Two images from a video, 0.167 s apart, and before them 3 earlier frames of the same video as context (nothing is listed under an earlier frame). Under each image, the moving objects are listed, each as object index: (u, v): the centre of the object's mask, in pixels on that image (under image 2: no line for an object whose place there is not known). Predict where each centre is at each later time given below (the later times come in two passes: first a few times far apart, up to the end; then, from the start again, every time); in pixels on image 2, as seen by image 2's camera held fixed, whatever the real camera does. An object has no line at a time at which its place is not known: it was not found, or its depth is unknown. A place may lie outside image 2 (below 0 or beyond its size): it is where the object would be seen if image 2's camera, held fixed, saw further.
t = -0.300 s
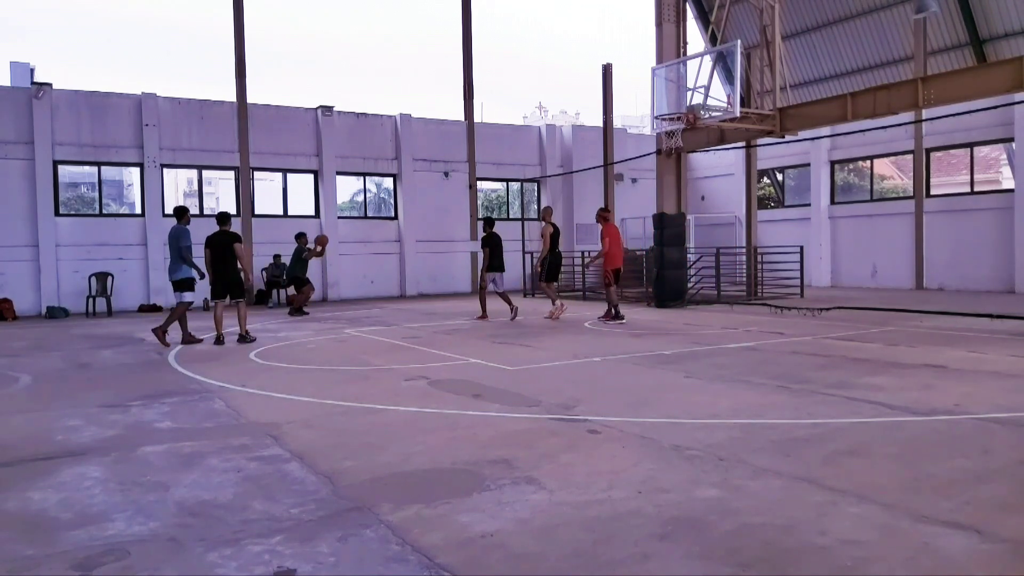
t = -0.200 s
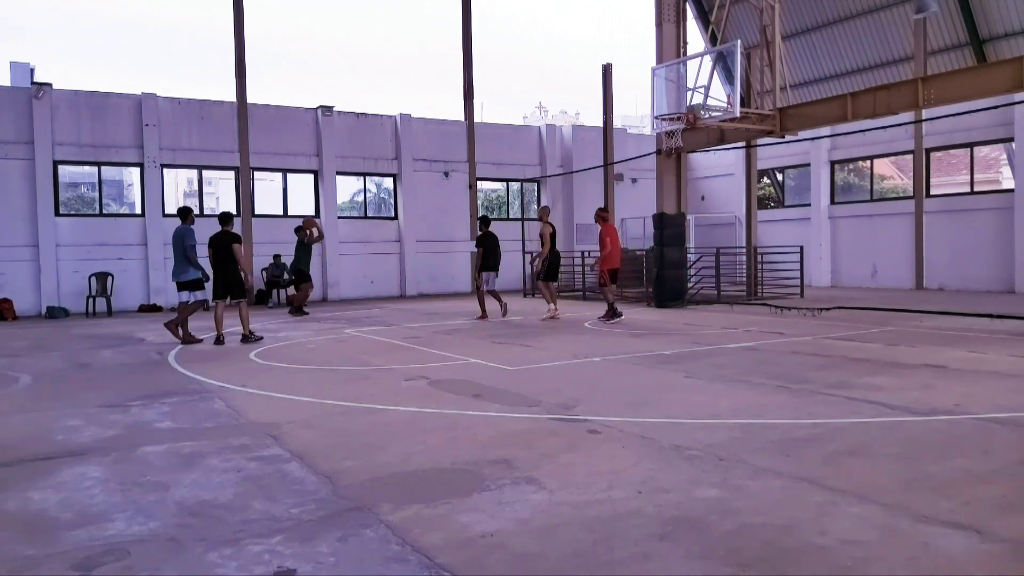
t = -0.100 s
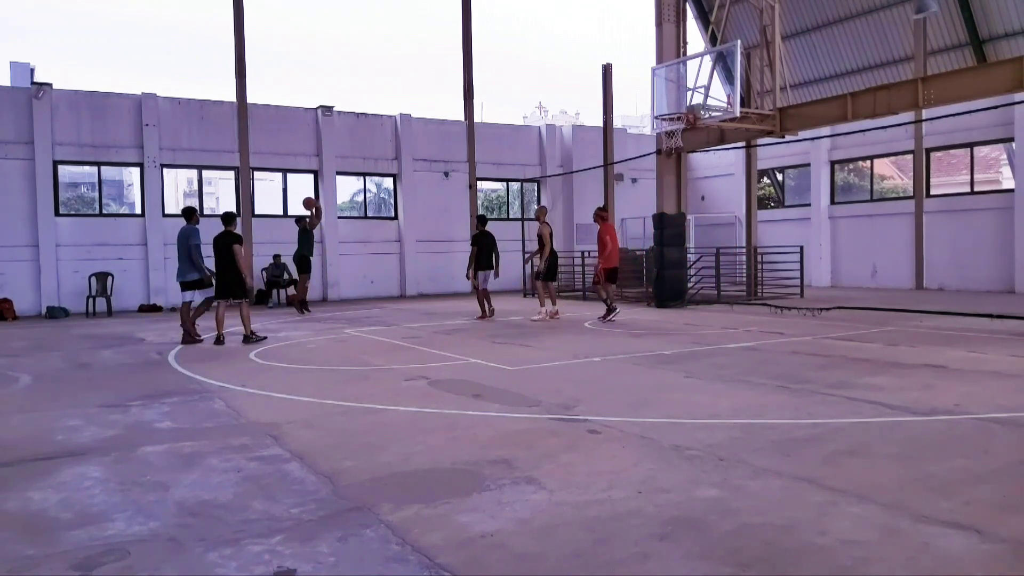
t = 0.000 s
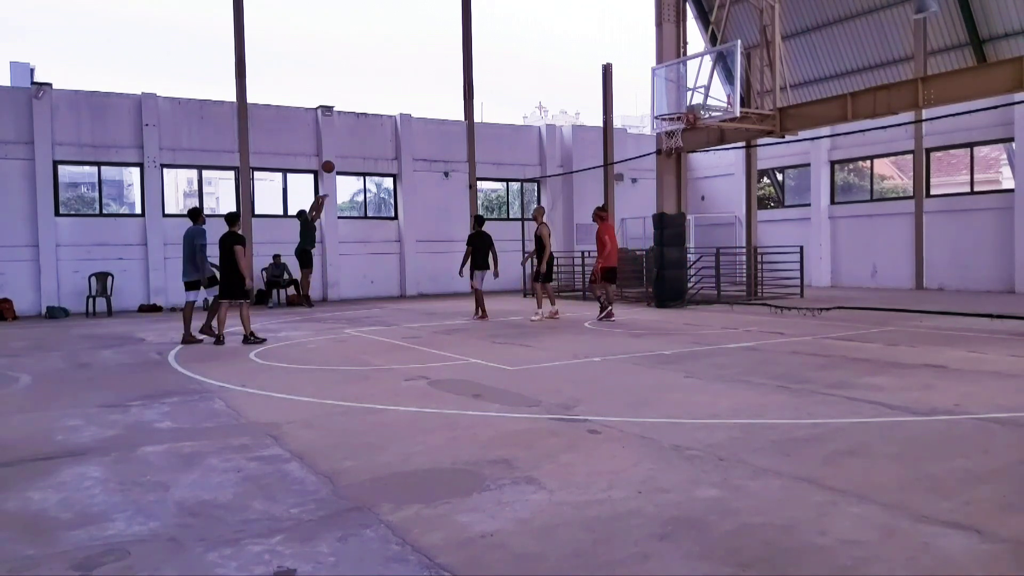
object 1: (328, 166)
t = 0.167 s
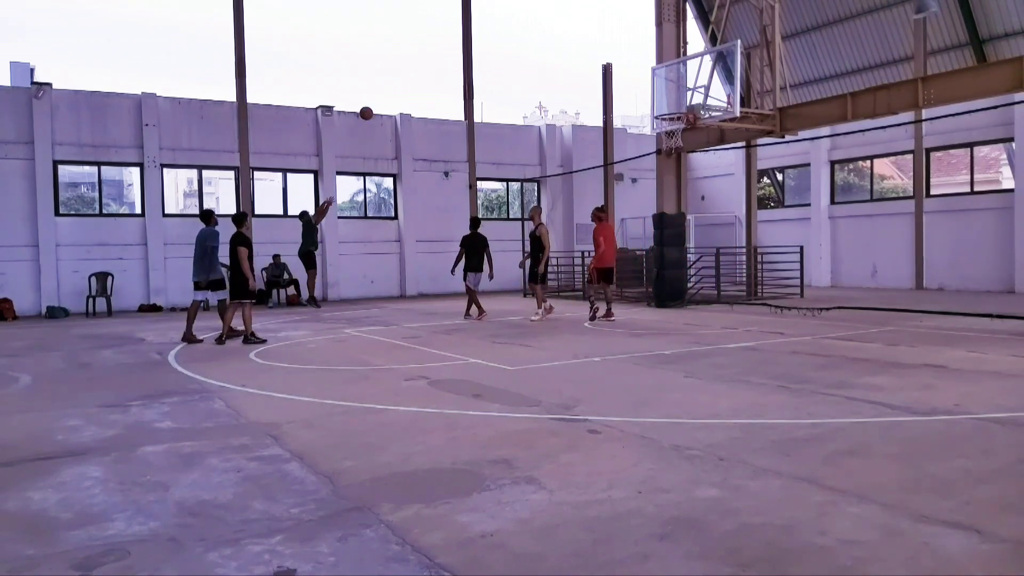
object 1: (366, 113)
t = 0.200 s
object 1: (374, 104)
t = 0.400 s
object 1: (424, 60)
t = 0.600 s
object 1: (476, 37)
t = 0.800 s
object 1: (532, 38)
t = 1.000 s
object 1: (592, 63)
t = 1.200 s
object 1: (653, 114)
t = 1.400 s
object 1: (618, 93)
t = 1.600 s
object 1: (585, 97)
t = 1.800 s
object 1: (556, 126)
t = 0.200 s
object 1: (374, 104)
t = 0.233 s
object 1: (382, 95)
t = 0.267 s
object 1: (390, 87)
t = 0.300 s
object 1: (398, 80)
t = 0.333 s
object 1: (407, 73)
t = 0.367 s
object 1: (415, 66)
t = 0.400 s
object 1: (424, 60)
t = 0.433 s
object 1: (432, 55)
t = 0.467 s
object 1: (441, 50)
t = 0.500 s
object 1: (449, 46)
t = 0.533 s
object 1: (458, 43)
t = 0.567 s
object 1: (467, 40)
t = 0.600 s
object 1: (476, 37)
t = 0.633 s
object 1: (485, 36)
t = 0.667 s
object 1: (494, 35)
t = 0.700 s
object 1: (503, 35)
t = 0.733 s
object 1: (513, 35)
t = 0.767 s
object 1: (523, 36)
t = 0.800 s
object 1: (532, 38)
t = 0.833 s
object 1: (542, 40)
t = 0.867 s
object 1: (552, 43)
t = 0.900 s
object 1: (562, 47)
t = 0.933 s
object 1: (572, 51)
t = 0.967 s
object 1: (582, 57)
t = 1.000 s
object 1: (592, 63)
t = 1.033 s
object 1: (602, 69)
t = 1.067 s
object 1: (613, 77)
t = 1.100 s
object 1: (623, 85)
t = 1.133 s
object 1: (634, 95)
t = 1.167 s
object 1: (644, 105)
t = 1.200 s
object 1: (653, 114)
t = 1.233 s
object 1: (647, 109)
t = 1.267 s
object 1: (641, 104)
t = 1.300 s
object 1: (635, 100)
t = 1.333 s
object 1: (629, 97)
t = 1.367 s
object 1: (624, 94)
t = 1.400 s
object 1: (618, 93)
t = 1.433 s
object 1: (612, 92)
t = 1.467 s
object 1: (607, 91)
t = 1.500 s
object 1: (601, 92)
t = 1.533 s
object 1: (596, 93)
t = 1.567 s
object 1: (591, 95)
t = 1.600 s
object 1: (585, 97)
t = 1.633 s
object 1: (580, 100)
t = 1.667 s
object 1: (575, 104)
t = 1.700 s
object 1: (570, 109)
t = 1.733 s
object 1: (565, 114)
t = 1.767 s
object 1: (560, 119)
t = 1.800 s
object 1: (556, 126)
